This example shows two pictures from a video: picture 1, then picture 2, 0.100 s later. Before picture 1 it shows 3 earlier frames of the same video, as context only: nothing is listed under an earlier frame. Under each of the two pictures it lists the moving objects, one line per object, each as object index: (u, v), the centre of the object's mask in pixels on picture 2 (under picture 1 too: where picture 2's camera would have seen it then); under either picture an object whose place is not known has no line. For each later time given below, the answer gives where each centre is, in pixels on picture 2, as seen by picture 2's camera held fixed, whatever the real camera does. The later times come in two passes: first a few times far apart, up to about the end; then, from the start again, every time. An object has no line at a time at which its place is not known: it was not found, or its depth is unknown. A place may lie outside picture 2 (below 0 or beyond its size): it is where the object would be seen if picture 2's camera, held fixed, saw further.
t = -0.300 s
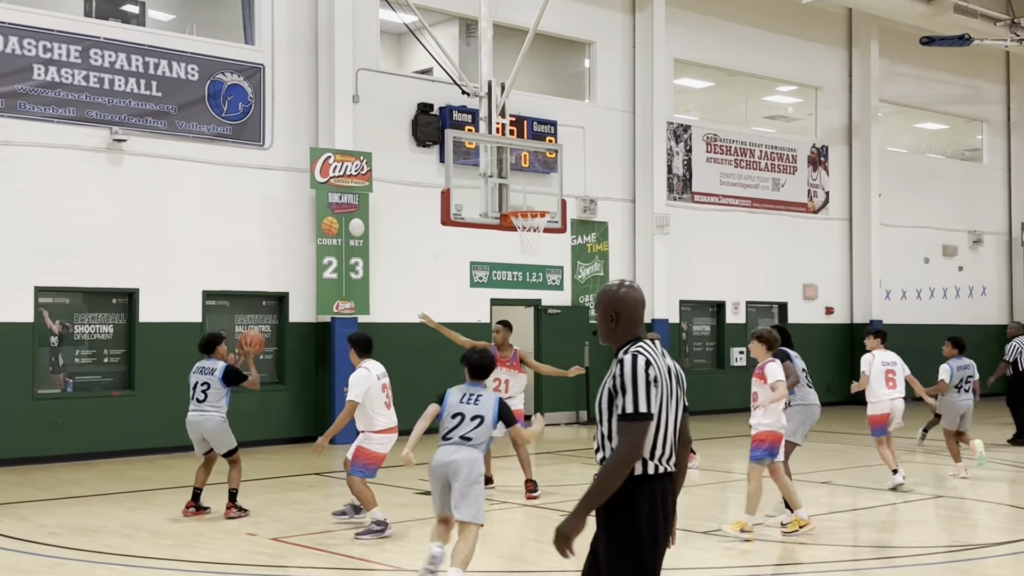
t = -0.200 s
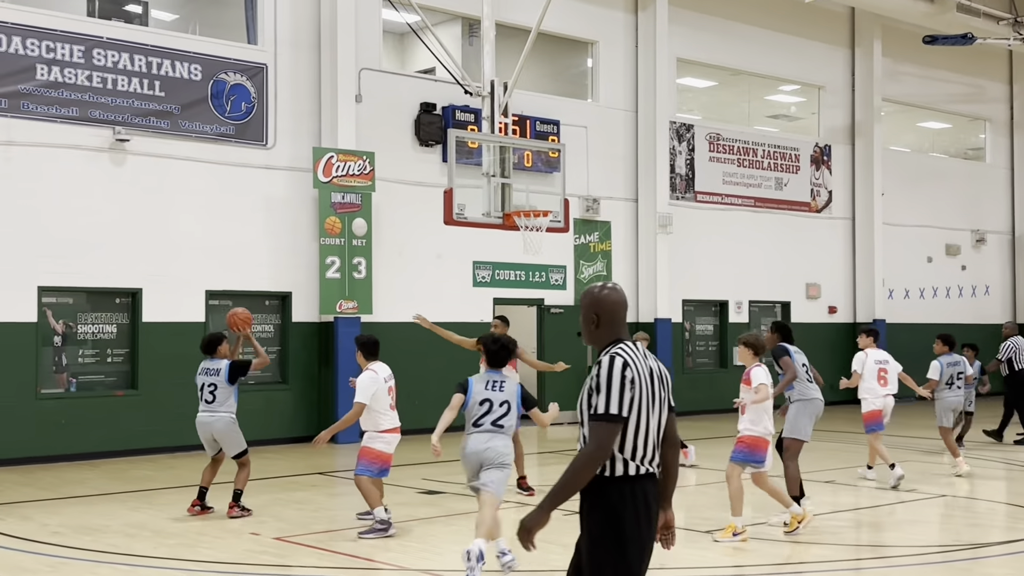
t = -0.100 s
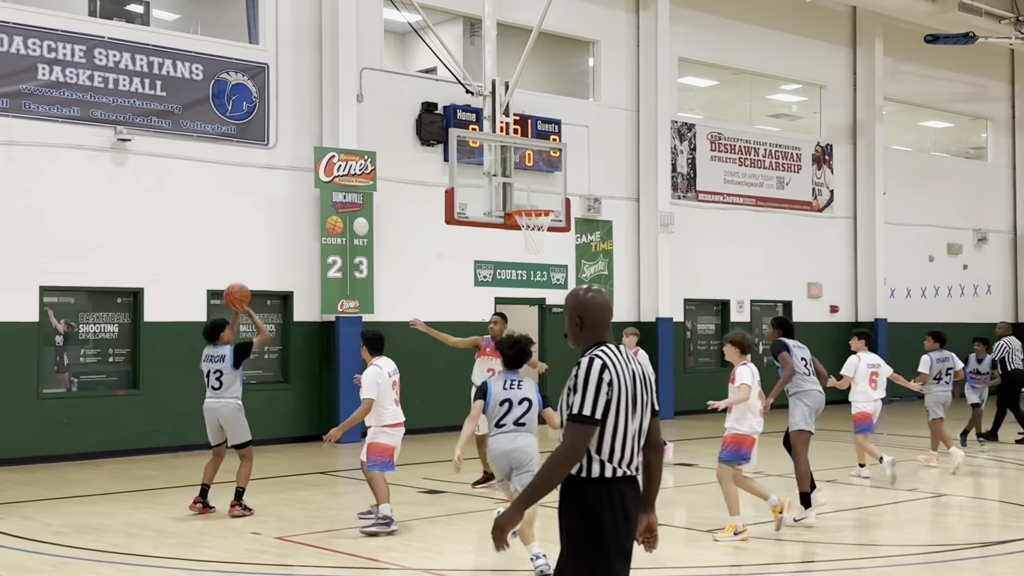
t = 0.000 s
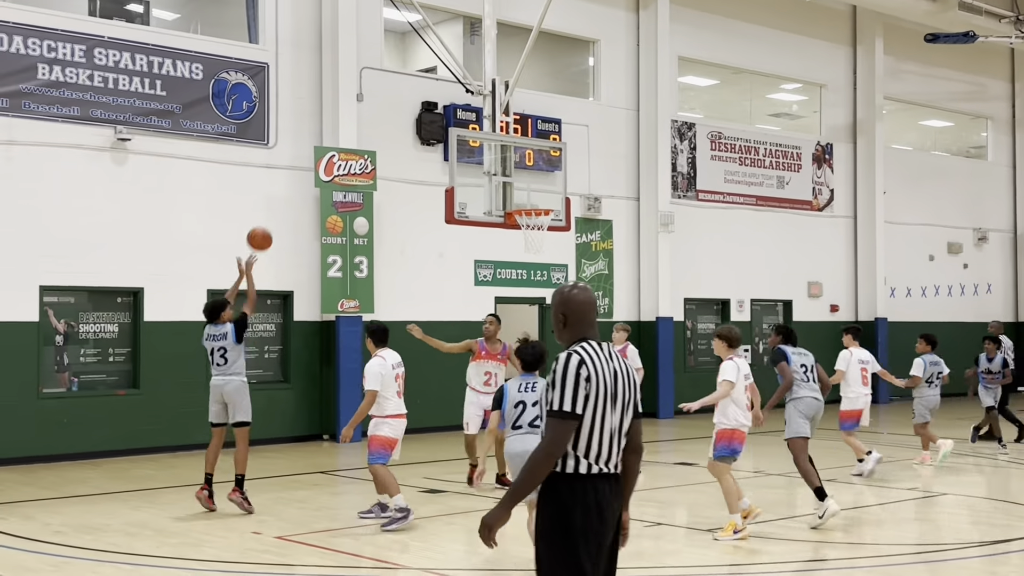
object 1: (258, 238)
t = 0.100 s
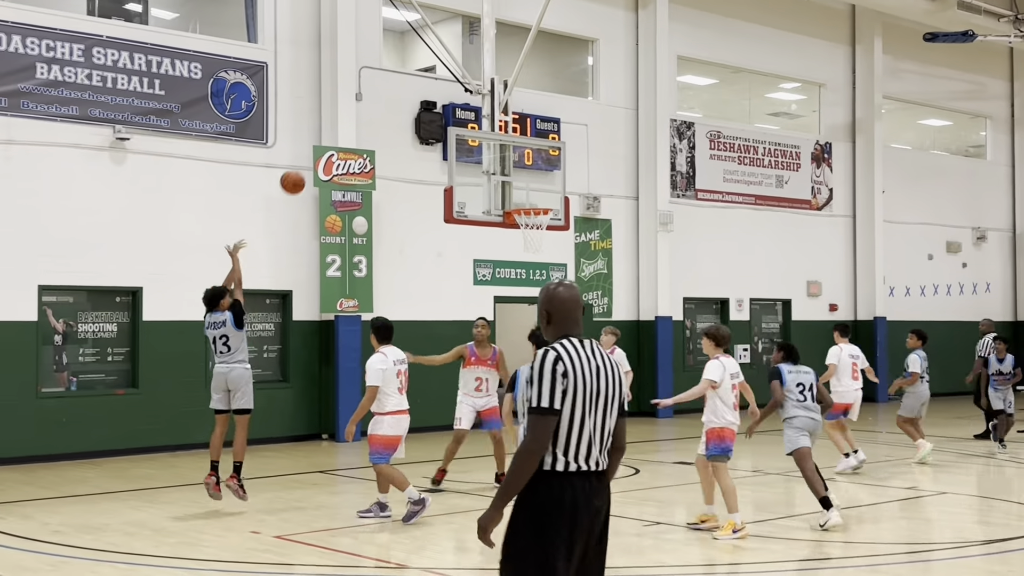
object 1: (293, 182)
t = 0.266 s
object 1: (345, 118)
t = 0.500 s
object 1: (411, 79)
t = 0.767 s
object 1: (478, 97)
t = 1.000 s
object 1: (530, 159)
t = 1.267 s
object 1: (587, 189)
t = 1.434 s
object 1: (624, 197)
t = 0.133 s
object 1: (304, 167)
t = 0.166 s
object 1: (314, 152)
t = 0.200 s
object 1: (325, 140)
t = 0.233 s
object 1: (335, 128)
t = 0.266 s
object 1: (345, 118)
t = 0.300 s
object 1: (355, 109)
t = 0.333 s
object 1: (365, 101)
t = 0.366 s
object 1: (375, 95)
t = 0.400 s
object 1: (384, 89)
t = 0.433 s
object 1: (393, 85)
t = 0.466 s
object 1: (402, 81)
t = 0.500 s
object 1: (411, 79)
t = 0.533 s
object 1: (420, 78)
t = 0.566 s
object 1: (428, 78)
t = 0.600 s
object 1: (437, 79)
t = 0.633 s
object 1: (445, 81)
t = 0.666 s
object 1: (453, 83)
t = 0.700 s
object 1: (462, 87)
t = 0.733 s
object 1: (470, 92)
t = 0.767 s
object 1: (478, 97)
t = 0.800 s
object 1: (486, 104)
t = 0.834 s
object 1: (494, 111)
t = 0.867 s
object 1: (501, 119)
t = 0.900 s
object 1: (509, 128)
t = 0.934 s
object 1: (517, 138)
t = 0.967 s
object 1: (524, 148)
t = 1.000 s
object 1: (530, 159)
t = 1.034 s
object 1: (538, 171)
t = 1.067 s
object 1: (545, 184)
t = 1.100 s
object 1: (551, 197)
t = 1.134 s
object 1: (559, 199)
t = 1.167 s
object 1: (566, 196)
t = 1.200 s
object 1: (573, 193)
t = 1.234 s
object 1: (581, 191)
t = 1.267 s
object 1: (587, 189)
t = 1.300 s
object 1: (594, 189)
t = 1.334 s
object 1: (602, 190)
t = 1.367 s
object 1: (610, 191)
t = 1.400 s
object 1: (617, 193)
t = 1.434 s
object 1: (624, 197)
